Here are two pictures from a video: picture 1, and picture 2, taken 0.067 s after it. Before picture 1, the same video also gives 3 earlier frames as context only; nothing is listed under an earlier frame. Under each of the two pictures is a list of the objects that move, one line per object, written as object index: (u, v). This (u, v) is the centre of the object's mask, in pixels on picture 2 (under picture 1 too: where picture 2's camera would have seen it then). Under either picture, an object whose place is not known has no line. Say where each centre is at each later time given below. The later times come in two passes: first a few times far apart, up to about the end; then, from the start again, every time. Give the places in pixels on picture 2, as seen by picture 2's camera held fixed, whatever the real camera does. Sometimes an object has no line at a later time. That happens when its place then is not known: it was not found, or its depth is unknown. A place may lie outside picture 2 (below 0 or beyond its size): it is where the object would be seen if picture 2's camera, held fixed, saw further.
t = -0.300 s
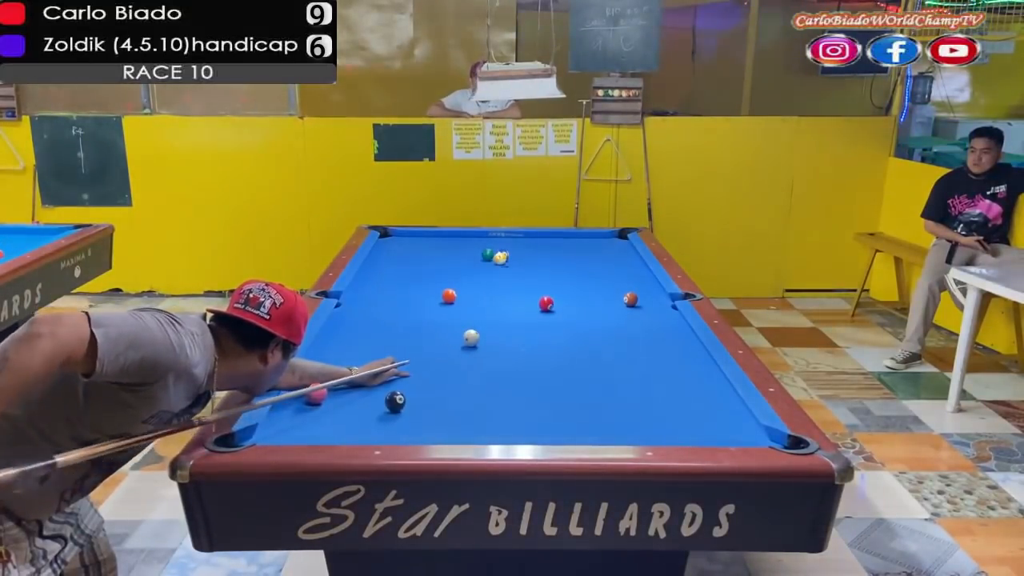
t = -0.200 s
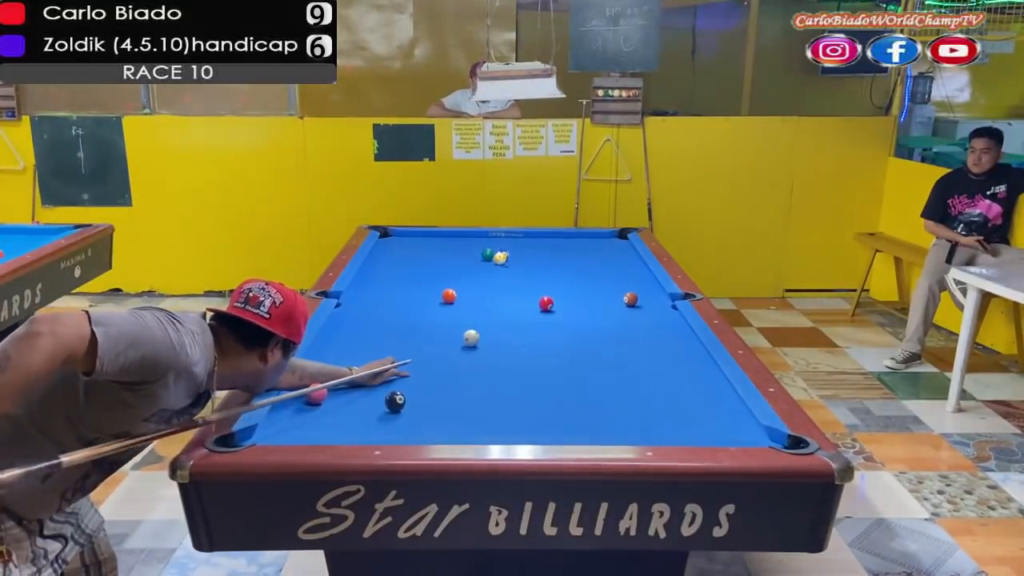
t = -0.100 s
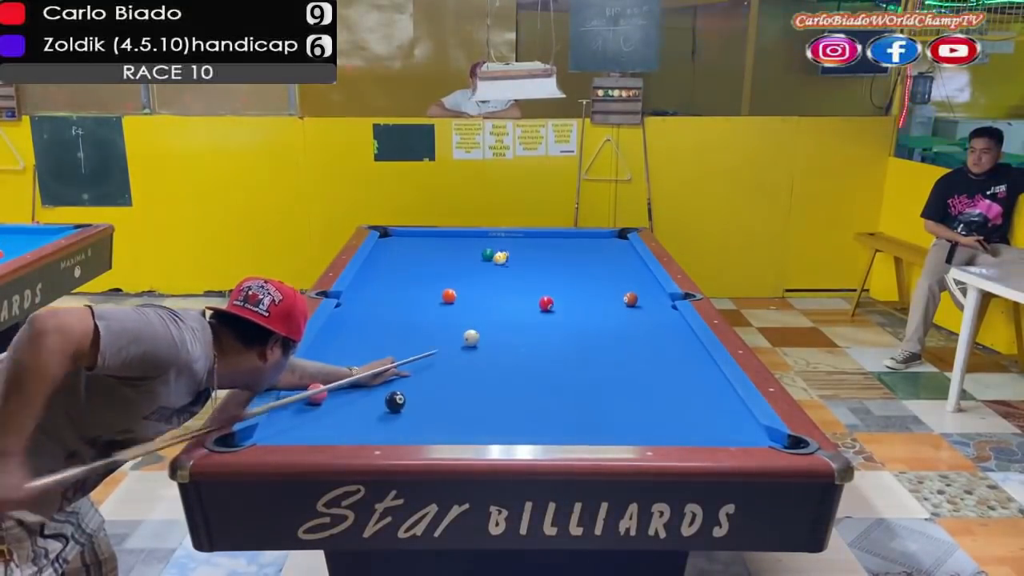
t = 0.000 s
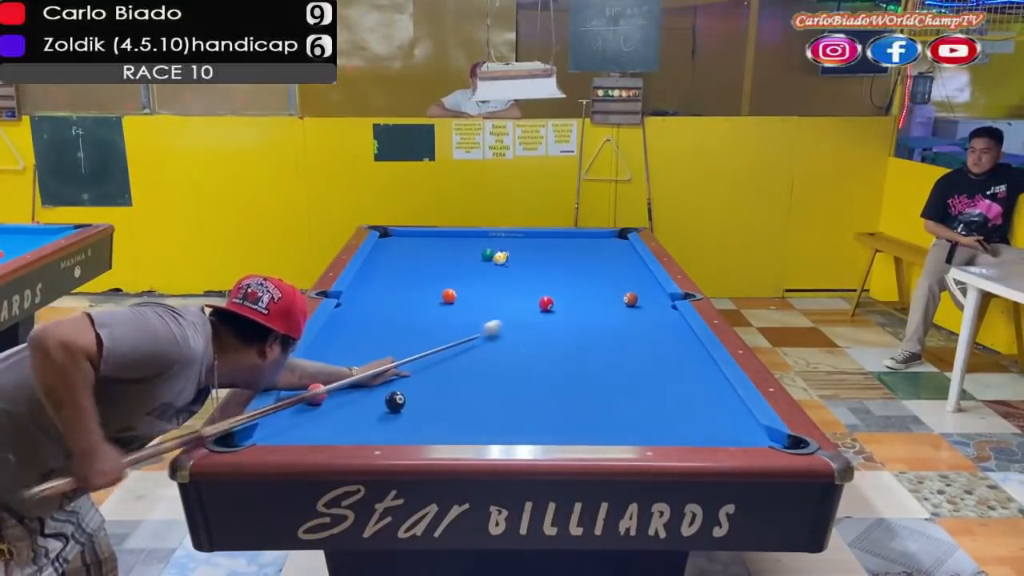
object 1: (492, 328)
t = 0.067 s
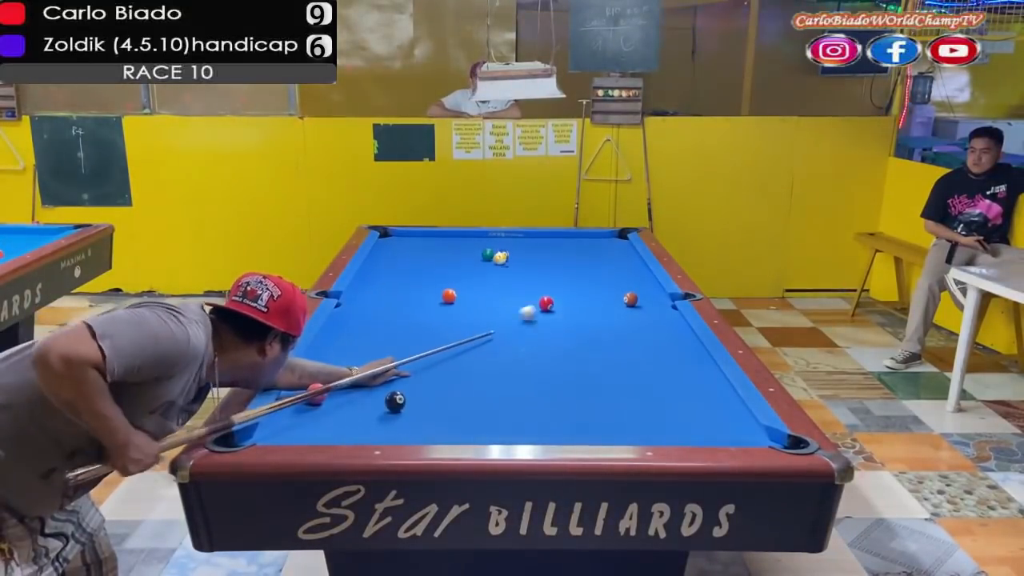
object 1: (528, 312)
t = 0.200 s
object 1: (564, 309)
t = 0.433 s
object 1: (610, 310)
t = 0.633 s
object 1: (648, 310)
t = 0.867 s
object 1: (661, 312)
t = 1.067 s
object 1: (643, 314)
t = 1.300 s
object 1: (625, 317)
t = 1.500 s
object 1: (608, 320)
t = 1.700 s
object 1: (592, 322)
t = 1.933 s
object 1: (575, 324)
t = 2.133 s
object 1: (561, 326)
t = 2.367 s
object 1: (545, 329)
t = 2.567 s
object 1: (532, 330)
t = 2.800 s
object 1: (518, 332)
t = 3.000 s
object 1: (507, 333)
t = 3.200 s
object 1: (496, 335)
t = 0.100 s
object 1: (543, 308)
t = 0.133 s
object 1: (550, 308)
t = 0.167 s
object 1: (557, 308)
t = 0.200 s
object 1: (564, 309)
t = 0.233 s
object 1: (571, 309)
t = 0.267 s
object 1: (577, 309)
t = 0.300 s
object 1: (584, 309)
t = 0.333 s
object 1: (591, 309)
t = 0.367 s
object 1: (597, 309)
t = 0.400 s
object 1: (604, 309)
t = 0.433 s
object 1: (610, 310)
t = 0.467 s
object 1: (616, 309)
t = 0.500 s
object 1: (623, 310)
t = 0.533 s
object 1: (629, 310)
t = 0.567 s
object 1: (636, 310)
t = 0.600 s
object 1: (642, 310)
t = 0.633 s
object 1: (648, 310)
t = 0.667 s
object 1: (655, 310)
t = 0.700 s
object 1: (661, 311)
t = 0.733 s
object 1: (668, 310)
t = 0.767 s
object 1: (670, 311)
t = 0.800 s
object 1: (667, 311)
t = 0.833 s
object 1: (664, 312)
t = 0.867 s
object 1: (661, 312)
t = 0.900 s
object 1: (657, 312)
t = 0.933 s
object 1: (655, 313)
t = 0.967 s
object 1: (652, 313)
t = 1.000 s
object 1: (649, 313)
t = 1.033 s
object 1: (646, 314)
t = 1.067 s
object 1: (643, 314)
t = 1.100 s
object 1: (641, 314)
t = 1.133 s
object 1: (638, 315)
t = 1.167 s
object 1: (636, 315)
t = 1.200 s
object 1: (632, 316)
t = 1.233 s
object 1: (630, 316)
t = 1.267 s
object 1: (627, 316)
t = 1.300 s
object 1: (625, 317)
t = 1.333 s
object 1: (621, 317)
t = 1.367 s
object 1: (619, 318)
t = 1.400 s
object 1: (616, 318)
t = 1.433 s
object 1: (613, 318)
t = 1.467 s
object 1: (611, 319)
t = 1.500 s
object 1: (608, 320)
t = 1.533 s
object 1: (605, 320)
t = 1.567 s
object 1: (603, 320)
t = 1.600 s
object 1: (600, 321)
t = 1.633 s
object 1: (598, 321)
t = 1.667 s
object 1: (595, 321)
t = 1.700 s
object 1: (592, 322)
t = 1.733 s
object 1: (590, 322)
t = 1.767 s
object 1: (587, 322)
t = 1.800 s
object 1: (585, 323)
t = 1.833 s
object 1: (582, 323)
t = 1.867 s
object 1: (580, 323)
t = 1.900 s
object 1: (577, 324)
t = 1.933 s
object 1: (575, 324)
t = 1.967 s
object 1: (573, 324)
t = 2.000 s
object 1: (570, 325)
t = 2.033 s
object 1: (568, 325)
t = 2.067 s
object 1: (565, 326)
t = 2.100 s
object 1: (563, 326)
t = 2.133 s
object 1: (561, 326)
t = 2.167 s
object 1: (558, 327)
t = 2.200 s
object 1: (556, 327)
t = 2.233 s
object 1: (554, 327)
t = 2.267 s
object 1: (552, 327)
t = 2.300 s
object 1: (550, 328)
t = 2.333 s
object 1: (547, 328)
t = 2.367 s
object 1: (545, 329)
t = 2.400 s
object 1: (543, 329)
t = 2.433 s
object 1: (541, 329)
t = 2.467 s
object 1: (539, 329)
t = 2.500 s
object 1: (537, 329)
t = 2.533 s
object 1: (534, 330)
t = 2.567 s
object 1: (532, 330)
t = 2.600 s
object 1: (530, 330)
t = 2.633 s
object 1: (528, 331)
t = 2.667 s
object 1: (526, 331)
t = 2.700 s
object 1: (524, 331)
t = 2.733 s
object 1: (522, 332)
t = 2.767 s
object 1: (520, 332)
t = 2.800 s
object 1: (518, 332)
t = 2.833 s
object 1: (516, 332)
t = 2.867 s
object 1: (514, 333)
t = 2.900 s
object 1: (512, 333)
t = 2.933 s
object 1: (511, 333)
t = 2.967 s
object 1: (509, 333)
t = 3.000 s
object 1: (507, 333)
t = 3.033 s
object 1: (505, 334)
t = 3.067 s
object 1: (503, 334)
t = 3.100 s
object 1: (501, 334)
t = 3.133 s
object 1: (500, 335)
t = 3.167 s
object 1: (498, 335)
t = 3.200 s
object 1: (496, 335)
